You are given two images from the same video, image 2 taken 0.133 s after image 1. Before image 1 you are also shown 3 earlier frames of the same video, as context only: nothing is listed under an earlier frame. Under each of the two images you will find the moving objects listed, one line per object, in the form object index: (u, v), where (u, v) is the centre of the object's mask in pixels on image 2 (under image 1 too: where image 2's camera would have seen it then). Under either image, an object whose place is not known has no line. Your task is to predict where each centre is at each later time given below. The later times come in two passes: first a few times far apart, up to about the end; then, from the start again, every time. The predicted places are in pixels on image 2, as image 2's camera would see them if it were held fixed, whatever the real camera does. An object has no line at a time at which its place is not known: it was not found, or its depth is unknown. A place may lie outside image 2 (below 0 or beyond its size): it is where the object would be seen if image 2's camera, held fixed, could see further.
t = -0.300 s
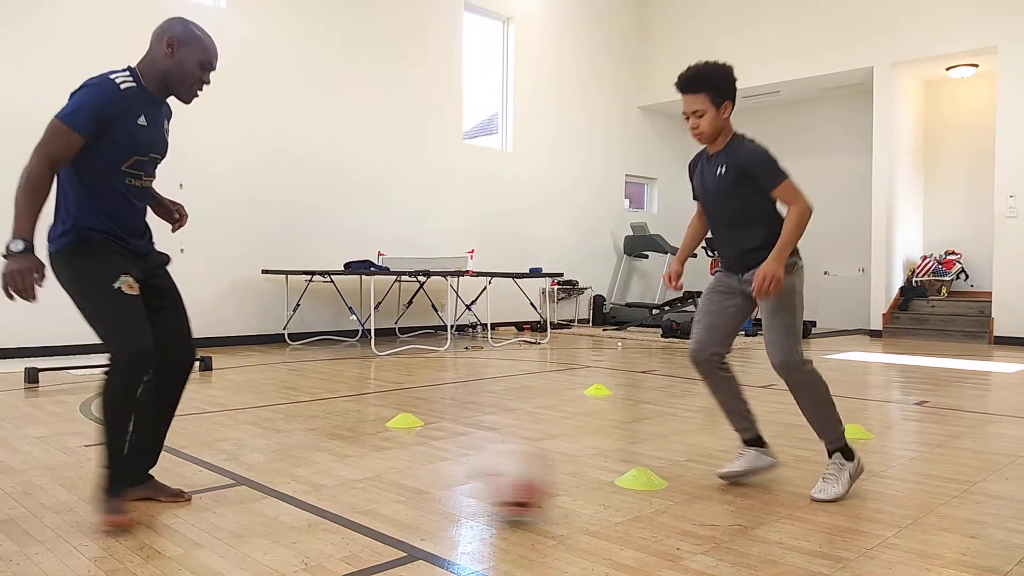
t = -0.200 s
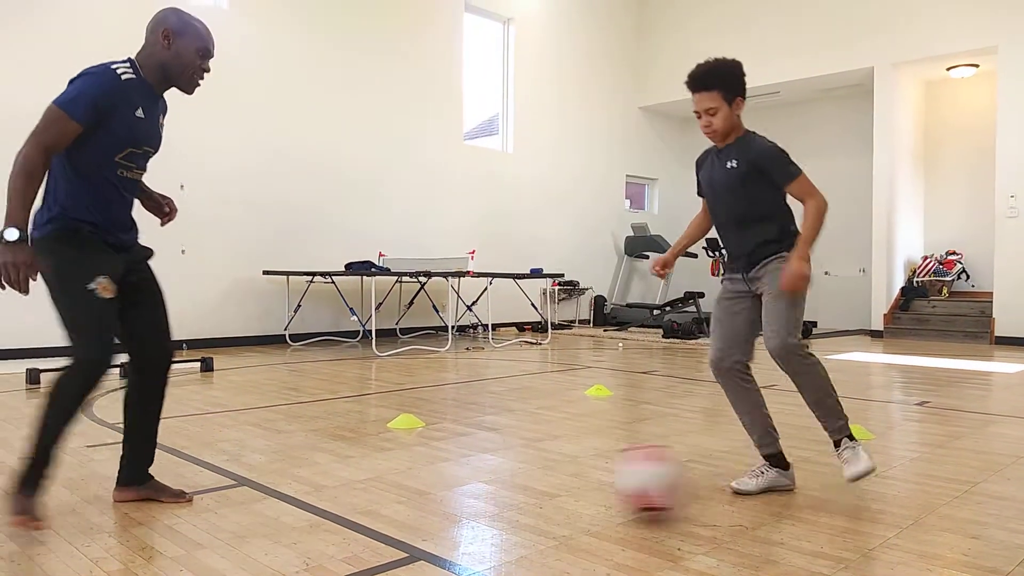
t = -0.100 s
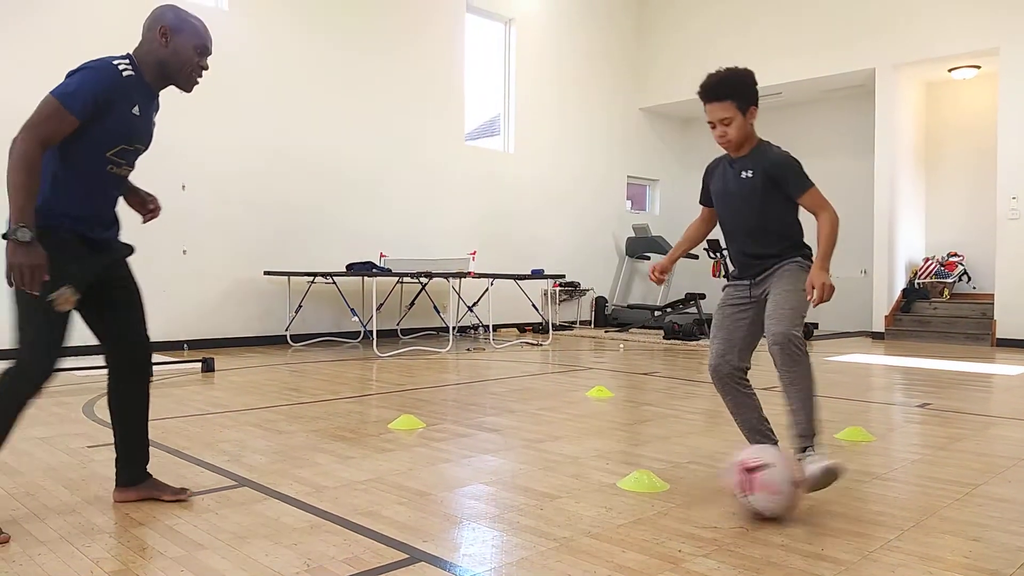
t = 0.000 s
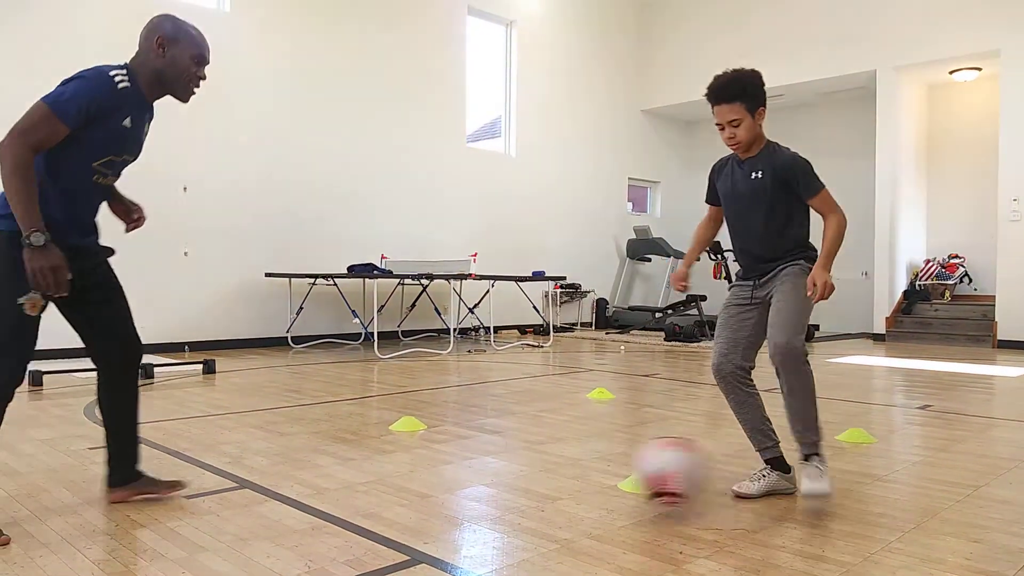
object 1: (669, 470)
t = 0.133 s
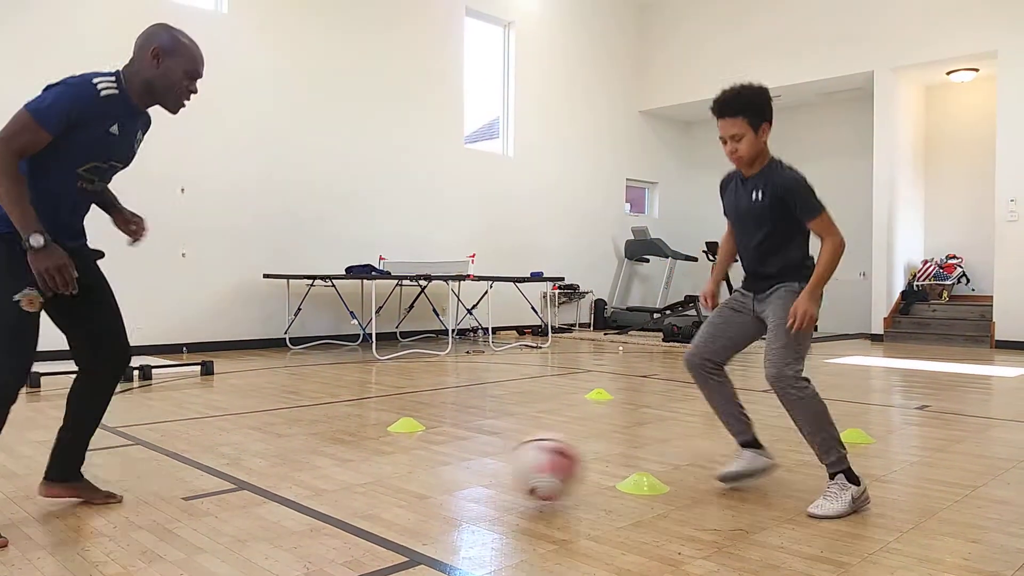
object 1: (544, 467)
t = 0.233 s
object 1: (468, 466)
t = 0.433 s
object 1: (321, 463)
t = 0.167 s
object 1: (519, 469)
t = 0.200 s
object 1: (494, 470)
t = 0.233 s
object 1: (468, 466)
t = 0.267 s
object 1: (443, 462)
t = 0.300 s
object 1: (421, 464)
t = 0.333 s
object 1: (393, 466)
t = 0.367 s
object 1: (366, 465)
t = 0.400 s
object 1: (341, 464)
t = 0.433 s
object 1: (321, 463)
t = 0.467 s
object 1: (295, 461)
